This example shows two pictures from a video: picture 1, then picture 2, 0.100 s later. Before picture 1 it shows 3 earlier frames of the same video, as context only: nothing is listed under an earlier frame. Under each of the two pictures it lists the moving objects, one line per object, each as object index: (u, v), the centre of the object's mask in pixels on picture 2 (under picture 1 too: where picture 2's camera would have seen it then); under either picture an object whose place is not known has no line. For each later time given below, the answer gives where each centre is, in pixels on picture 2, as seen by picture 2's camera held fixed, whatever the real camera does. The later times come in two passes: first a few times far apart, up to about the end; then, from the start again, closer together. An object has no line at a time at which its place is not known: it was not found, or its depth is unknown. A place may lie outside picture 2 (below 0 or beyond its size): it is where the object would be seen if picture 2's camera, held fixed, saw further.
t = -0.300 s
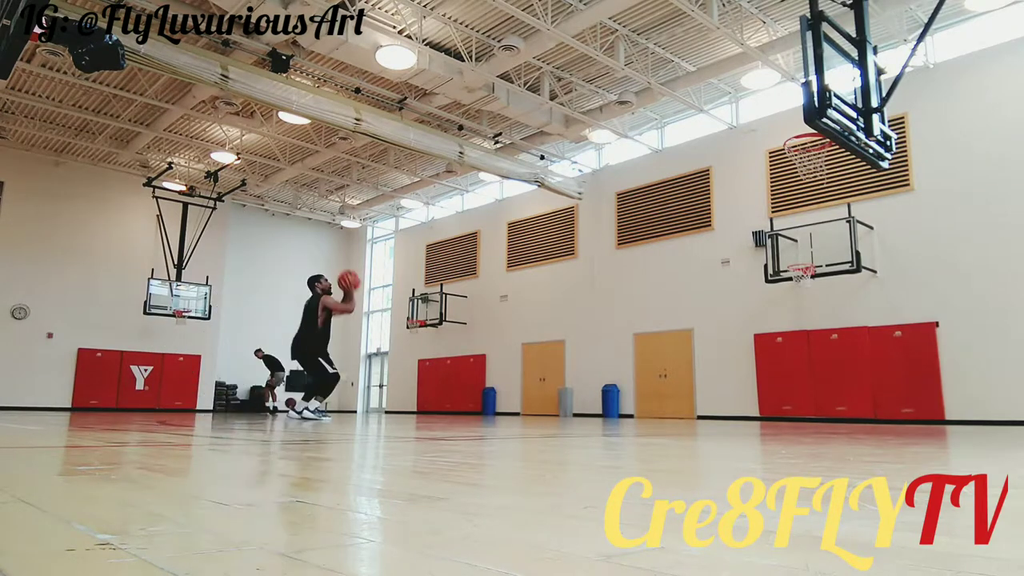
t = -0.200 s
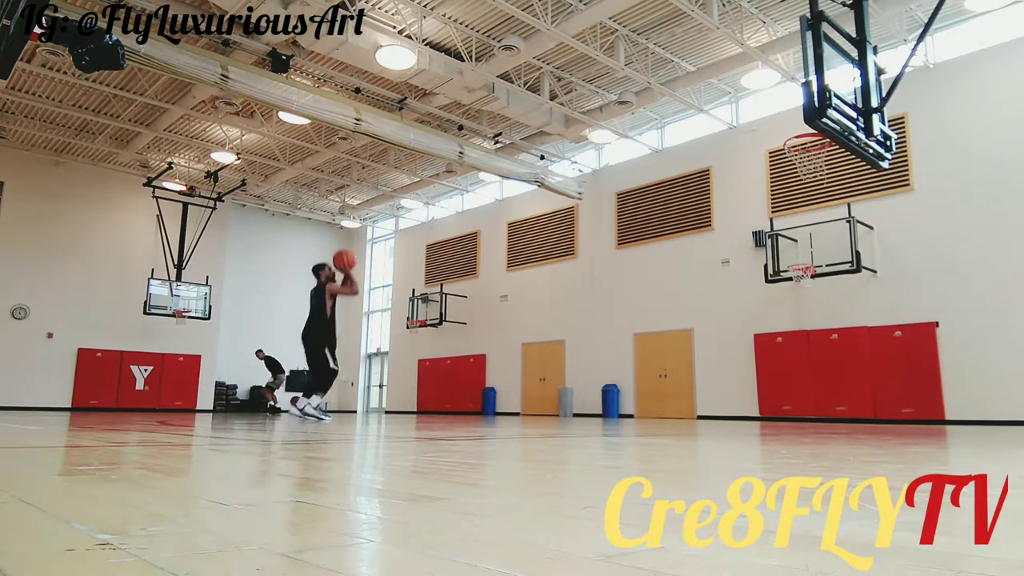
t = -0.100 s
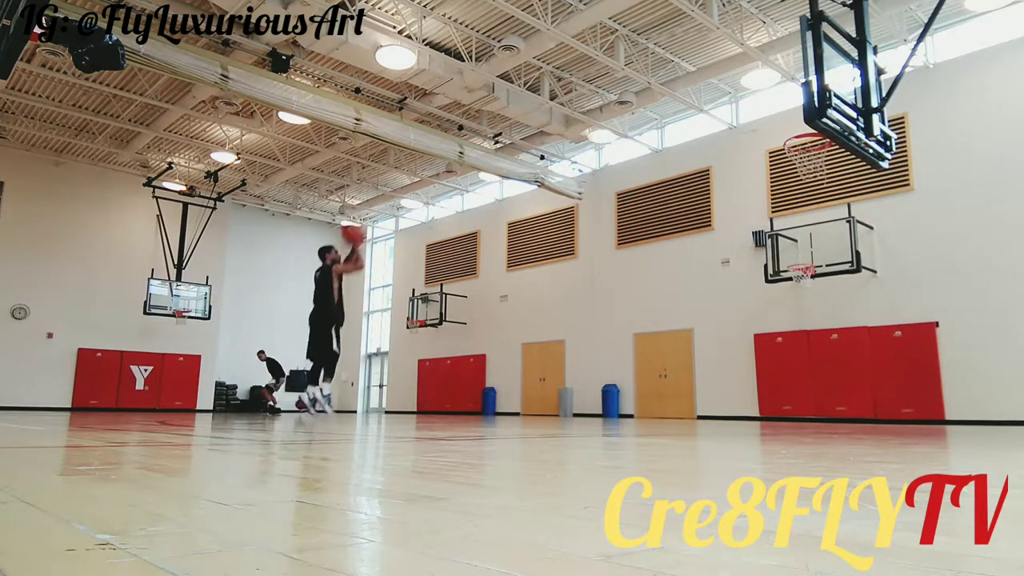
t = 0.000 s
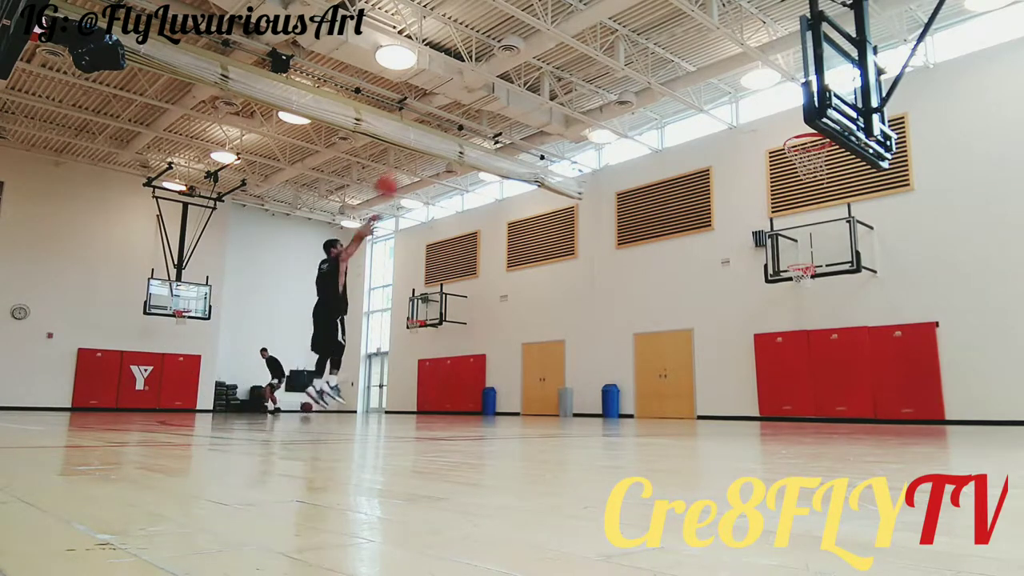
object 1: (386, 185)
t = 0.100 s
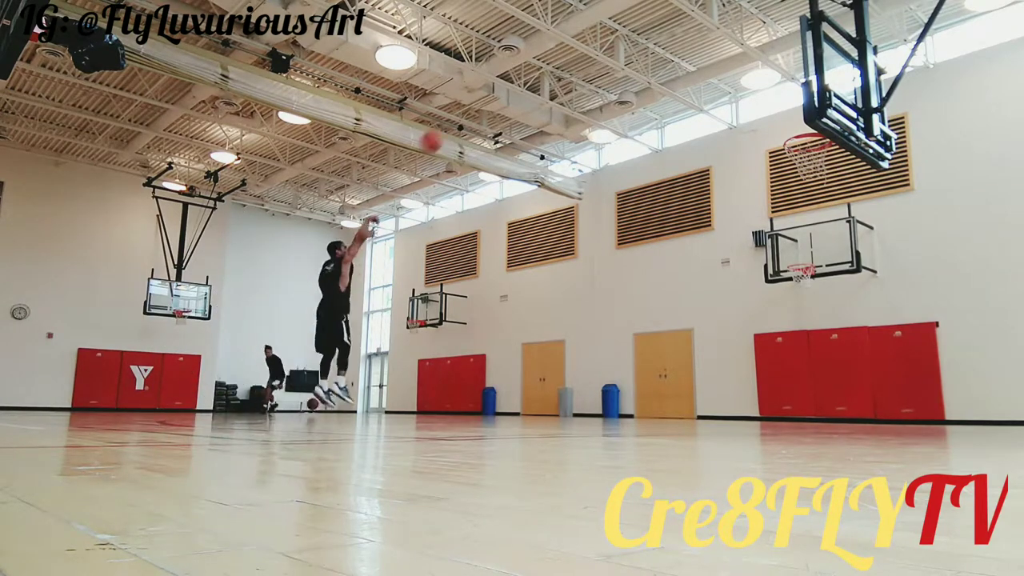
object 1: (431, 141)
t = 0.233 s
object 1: (487, 97)
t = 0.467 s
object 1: (581, 59)
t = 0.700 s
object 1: (671, 64)
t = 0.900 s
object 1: (751, 102)
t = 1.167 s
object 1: (839, 177)
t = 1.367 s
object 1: (882, 233)
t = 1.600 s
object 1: (944, 354)
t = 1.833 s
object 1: (968, 347)
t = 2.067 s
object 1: (970, 270)
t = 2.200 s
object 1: (974, 248)
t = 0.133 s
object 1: (445, 129)
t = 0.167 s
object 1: (459, 118)
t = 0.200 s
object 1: (472, 109)
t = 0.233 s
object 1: (487, 97)
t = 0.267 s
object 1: (500, 90)
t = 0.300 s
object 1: (514, 82)
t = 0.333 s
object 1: (527, 75)
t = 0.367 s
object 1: (541, 70)
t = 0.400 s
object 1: (554, 66)
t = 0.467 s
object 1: (581, 59)
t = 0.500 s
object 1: (594, 56)
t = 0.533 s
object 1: (606, 56)
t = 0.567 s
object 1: (619, 55)
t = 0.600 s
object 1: (632, 56)
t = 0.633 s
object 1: (645, 58)
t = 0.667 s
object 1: (658, 61)
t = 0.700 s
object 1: (671, 64)
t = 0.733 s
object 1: (684, 68)
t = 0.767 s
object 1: (698, 74)
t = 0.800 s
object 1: (710, 79)
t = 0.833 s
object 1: (724, 86)
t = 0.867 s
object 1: (737, 94)
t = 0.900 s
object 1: (751, 102)
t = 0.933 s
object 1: (765, 115)
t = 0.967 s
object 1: (778, 124)
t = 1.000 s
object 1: (790, 134)
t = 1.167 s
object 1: (839, 177)
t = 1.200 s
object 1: (846, 184)
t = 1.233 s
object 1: (853, 191)
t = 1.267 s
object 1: (859, 200)
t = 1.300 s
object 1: (867, 210)
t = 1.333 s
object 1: (874, 221)
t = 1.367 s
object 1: (882, 233)
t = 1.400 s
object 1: (890, 247)
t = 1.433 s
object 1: (898, 261)
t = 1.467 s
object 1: (907, 277)
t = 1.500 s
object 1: (915, 294)
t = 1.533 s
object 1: (924, 312)
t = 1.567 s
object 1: (936, 333)
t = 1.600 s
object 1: (944, 354)
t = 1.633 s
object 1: (953, 378)
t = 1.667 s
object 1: (962, 402)
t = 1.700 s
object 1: (968, 414)
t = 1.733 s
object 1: (968, 396)
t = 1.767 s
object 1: (968, 379)
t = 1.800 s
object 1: (968, 362)
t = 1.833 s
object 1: (968, 347)
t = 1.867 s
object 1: (968, 333)
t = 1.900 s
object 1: (968, 320)
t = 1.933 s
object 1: (968, 308)
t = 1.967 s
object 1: (968, 297)
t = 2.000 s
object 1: (969, 287)
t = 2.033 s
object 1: (969, 278)
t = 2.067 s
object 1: (970, 270)
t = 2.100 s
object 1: (971, 263)
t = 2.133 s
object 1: (972, 257)
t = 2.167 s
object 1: (973, 252)
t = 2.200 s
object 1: (974, 248)
